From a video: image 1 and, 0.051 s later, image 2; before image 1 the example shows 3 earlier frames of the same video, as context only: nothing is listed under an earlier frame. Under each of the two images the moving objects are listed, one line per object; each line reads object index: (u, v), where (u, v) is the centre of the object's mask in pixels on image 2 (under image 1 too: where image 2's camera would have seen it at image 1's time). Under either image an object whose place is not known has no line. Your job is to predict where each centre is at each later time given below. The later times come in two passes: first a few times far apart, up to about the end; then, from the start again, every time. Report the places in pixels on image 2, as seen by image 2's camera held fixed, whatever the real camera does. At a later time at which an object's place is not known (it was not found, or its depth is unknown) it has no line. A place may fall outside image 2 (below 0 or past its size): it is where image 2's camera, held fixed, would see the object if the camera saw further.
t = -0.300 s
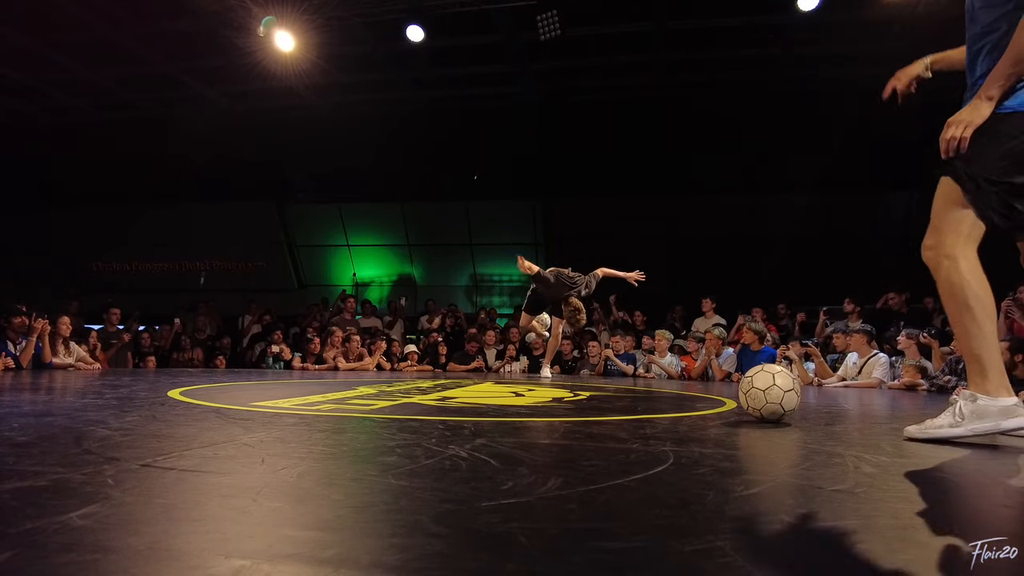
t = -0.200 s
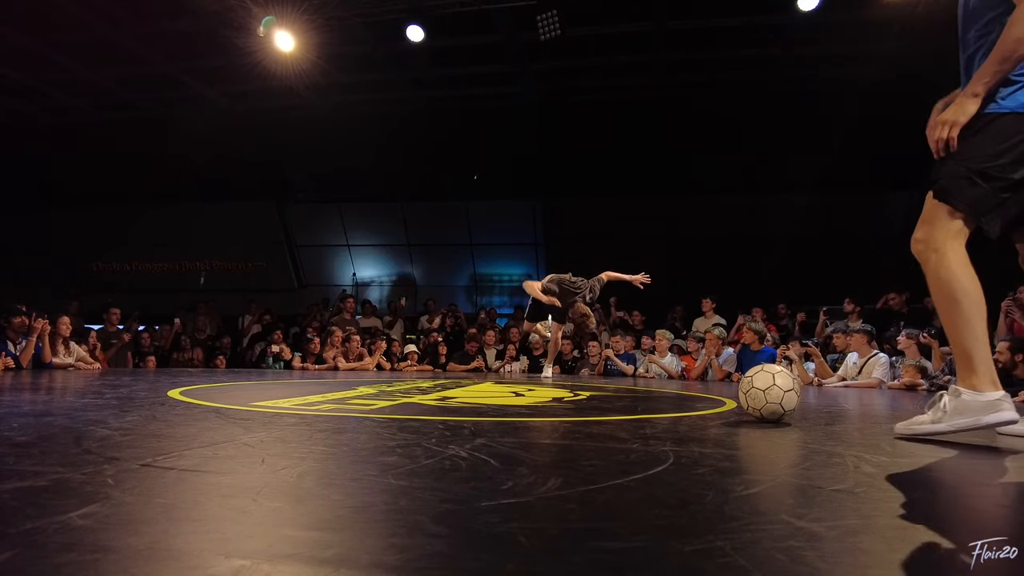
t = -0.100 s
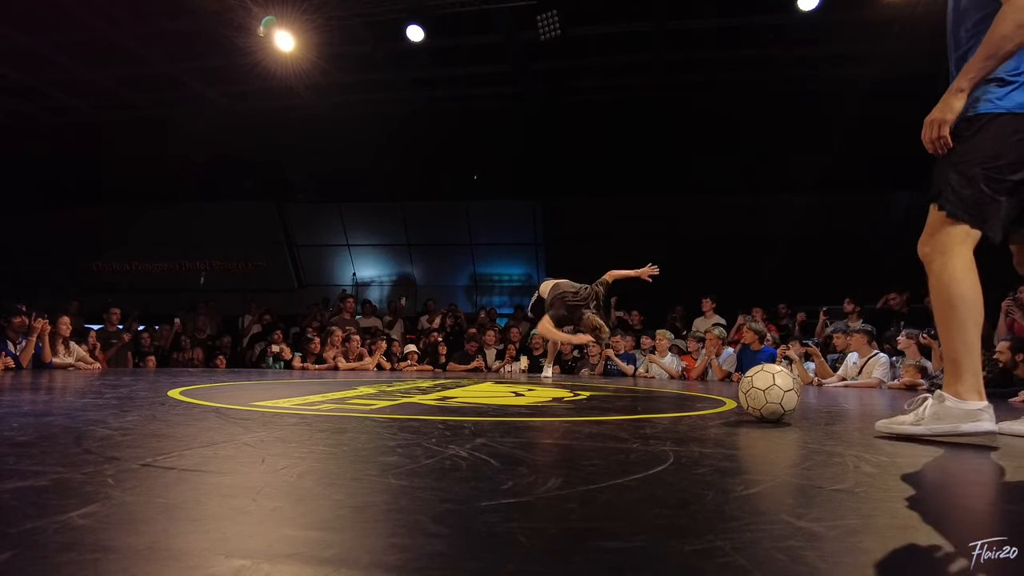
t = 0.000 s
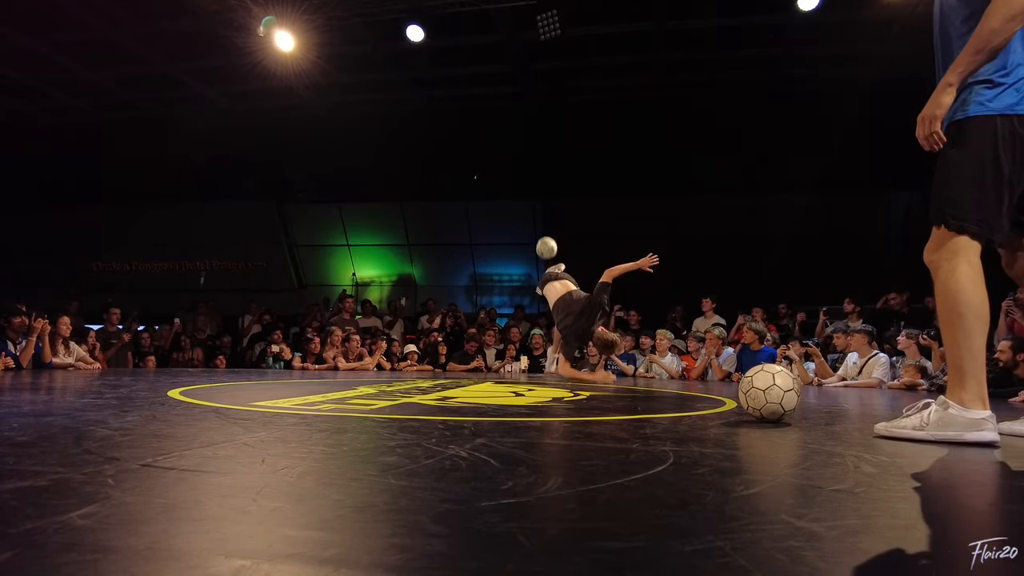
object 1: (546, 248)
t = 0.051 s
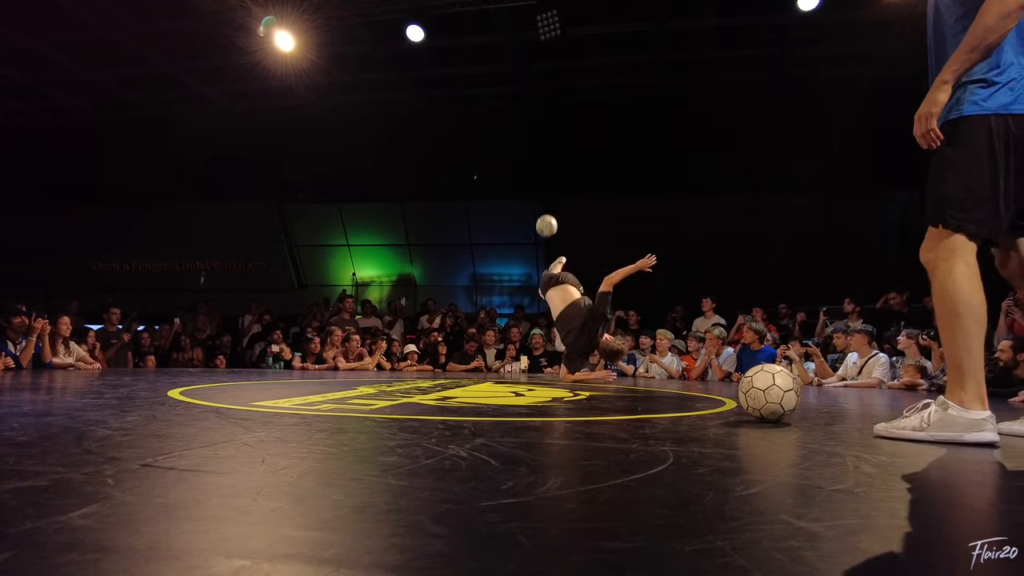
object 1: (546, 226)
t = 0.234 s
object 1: (547, 160)
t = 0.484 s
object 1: (547, 114)
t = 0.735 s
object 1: (545, 133)
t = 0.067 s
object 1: (546, 219)
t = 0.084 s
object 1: (546, 212)
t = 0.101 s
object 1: (547, 206)
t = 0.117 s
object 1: (547, 199)
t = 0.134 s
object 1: (547, 193)
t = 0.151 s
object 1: (547, 187)
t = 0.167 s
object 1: (547, 181)
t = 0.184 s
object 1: (547, 176)
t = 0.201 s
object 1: (547, 170)
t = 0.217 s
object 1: (547, 165)
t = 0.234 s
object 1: (547, 160)
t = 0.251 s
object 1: (547, 156)
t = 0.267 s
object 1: (547, 151)
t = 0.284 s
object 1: (547, 147)
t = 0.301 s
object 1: (547, 143)
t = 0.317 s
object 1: (547, 139)
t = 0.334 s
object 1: (547, 135)
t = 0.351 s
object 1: (547, 132)
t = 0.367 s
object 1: (547, 129)
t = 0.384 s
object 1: (547, 126)
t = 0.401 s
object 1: (547, 124)
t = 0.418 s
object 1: (547, 121)
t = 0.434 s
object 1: (547, 119)
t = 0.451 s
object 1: (547, 117)
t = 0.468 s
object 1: (547, 116)
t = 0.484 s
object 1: (547, 114)
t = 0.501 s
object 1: (547, 114)
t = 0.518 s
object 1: (547, 113)
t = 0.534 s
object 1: (547, 112)
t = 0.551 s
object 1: (547, 112)
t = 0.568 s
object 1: (547, 113)
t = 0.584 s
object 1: (547, 113)
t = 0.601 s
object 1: (547, 114)
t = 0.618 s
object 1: (546, 115)
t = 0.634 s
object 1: (546, 116)
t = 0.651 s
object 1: (546, 118)
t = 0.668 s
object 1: (546, 121)
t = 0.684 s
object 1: (546, 123)
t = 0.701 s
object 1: (546, 126)
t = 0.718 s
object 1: (546, 129)
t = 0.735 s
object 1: (545, 133)
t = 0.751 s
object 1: (545, 137)
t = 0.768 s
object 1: (545, 142)
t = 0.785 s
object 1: (545, 146)
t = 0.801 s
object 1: (545, 152)
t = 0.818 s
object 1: (544, 157)
